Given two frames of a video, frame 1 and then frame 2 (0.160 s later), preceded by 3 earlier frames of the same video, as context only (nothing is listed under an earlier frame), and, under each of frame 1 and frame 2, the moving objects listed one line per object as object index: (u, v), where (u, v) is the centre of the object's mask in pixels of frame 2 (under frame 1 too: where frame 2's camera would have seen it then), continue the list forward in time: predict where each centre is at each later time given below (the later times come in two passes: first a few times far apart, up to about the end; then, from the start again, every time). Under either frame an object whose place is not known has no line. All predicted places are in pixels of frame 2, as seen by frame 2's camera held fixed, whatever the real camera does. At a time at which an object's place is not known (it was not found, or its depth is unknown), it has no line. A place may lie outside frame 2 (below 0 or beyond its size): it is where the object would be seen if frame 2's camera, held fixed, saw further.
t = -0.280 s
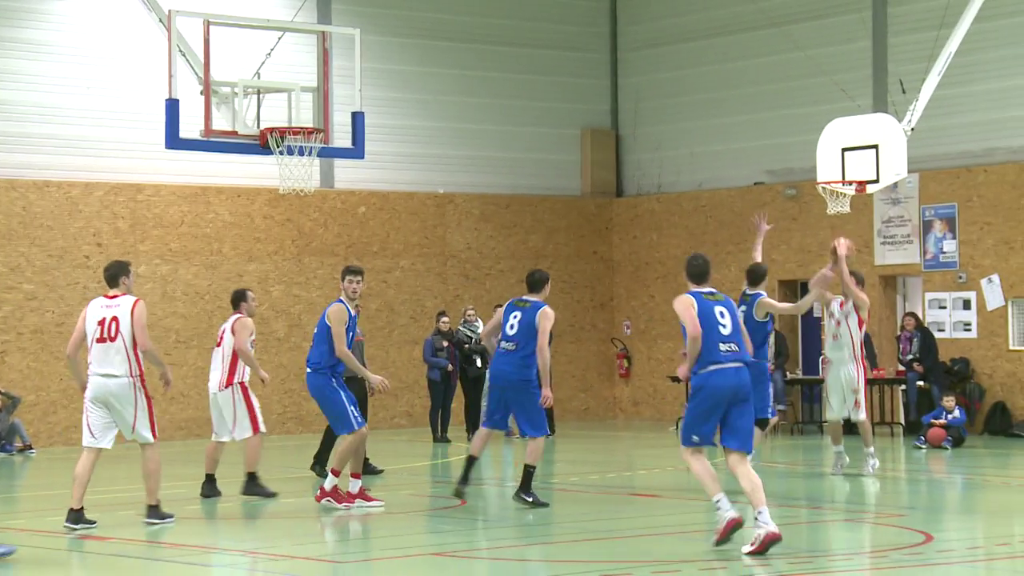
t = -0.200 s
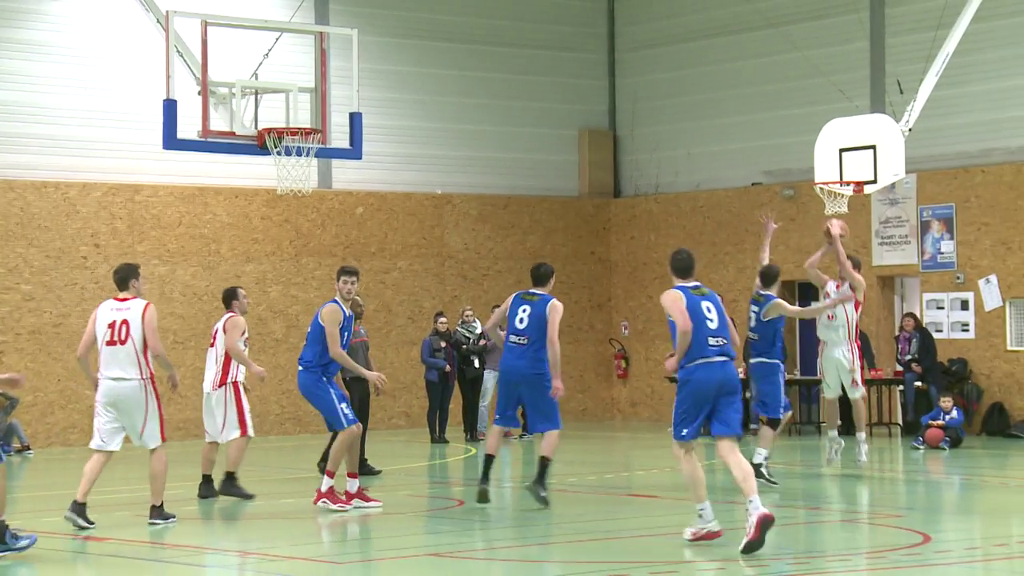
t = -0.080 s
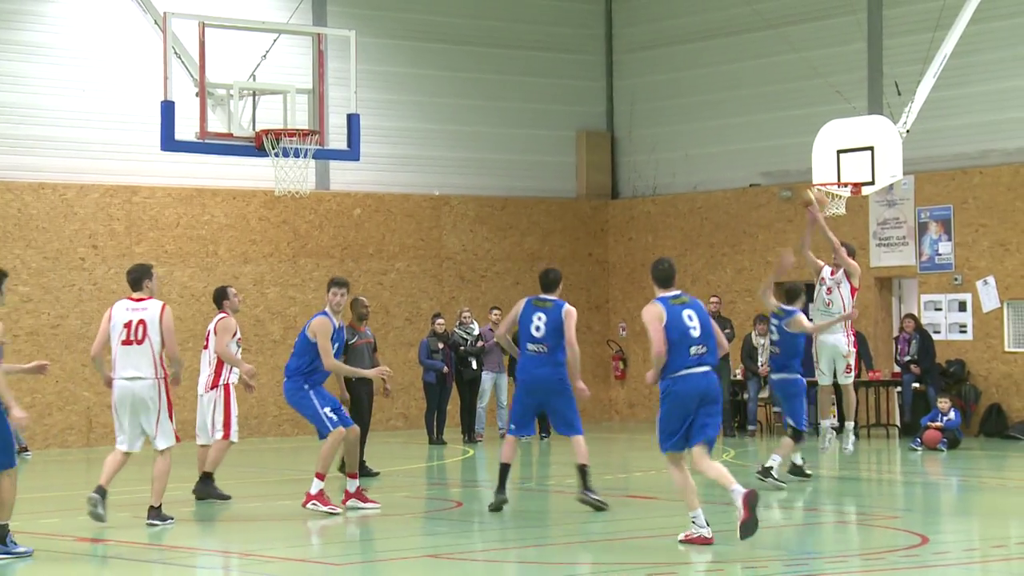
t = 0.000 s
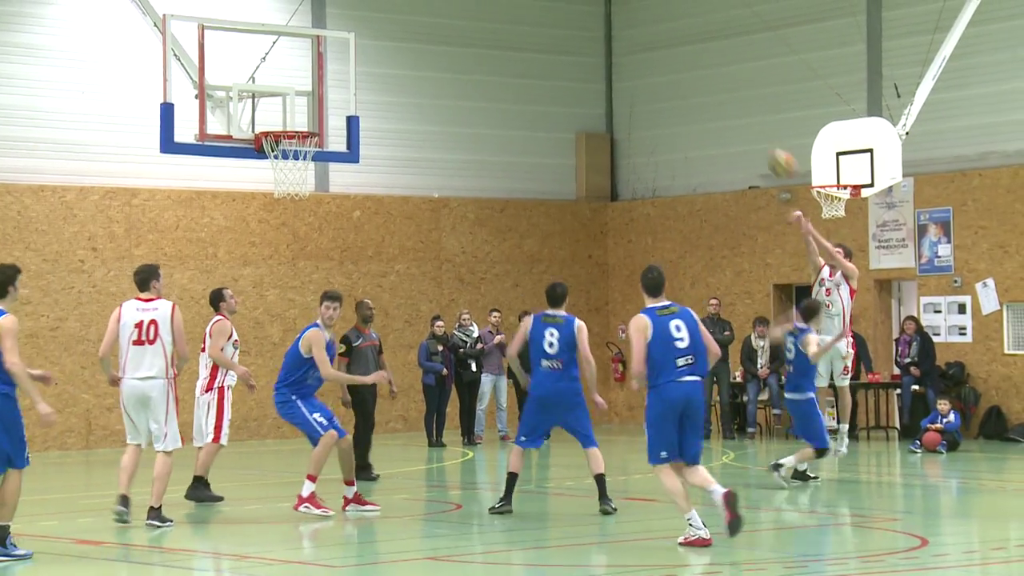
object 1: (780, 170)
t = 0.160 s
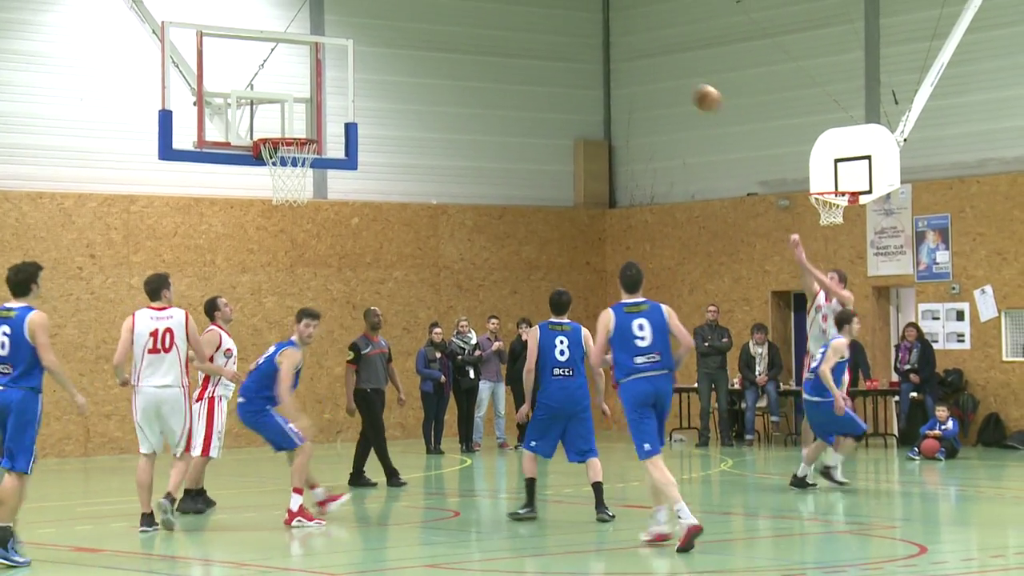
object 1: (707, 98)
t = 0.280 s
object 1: (651, 61)
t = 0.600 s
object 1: (496, 35)
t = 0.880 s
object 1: (352, 110)
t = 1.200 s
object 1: (471, 162)
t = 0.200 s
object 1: (688, 84)
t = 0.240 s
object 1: (670, 70)
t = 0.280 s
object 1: (651, 61)
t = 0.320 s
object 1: (632, 52)
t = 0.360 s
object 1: (614, 45)
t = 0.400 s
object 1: (594, 38)
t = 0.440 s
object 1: (575, 34)
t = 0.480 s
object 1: (555, 31)
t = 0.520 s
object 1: (535, 31)
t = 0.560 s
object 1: (516, 32)
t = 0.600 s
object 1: (496, 35)
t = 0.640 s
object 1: (476, 40)
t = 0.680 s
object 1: (455, 47)
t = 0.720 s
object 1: (436, 55)
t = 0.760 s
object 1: (414, 66)
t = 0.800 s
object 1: (393, 80)
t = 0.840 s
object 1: (372, 93)
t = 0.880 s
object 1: (352, 110)
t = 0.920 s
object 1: (332, 128)
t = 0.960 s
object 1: (337, 135)
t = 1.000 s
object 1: (360, 135)
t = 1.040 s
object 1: (382, 137)
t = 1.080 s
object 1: (403, 141)
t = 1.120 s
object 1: (426, 146)
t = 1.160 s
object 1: (449, 154)
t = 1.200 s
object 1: (471, 162)
